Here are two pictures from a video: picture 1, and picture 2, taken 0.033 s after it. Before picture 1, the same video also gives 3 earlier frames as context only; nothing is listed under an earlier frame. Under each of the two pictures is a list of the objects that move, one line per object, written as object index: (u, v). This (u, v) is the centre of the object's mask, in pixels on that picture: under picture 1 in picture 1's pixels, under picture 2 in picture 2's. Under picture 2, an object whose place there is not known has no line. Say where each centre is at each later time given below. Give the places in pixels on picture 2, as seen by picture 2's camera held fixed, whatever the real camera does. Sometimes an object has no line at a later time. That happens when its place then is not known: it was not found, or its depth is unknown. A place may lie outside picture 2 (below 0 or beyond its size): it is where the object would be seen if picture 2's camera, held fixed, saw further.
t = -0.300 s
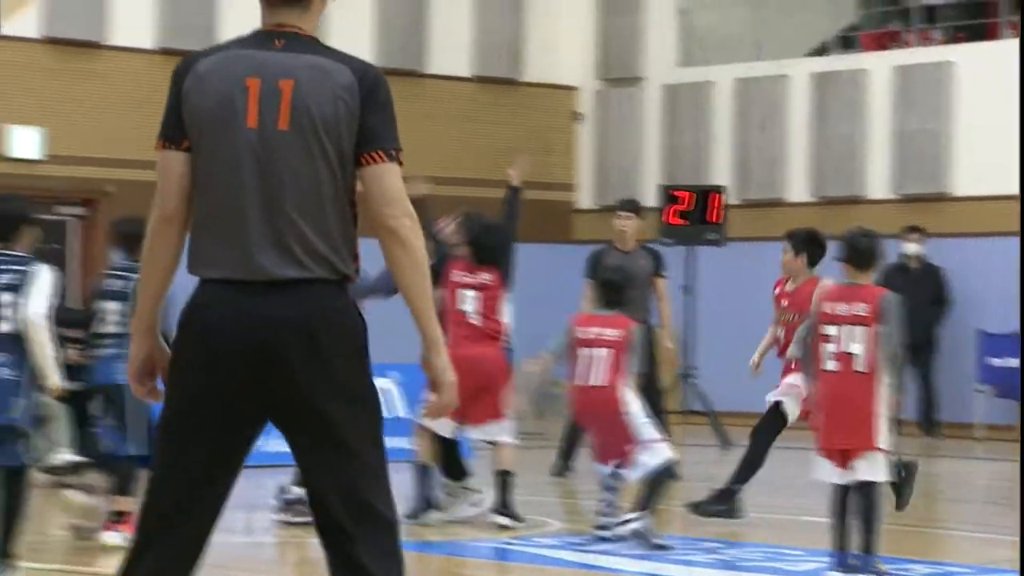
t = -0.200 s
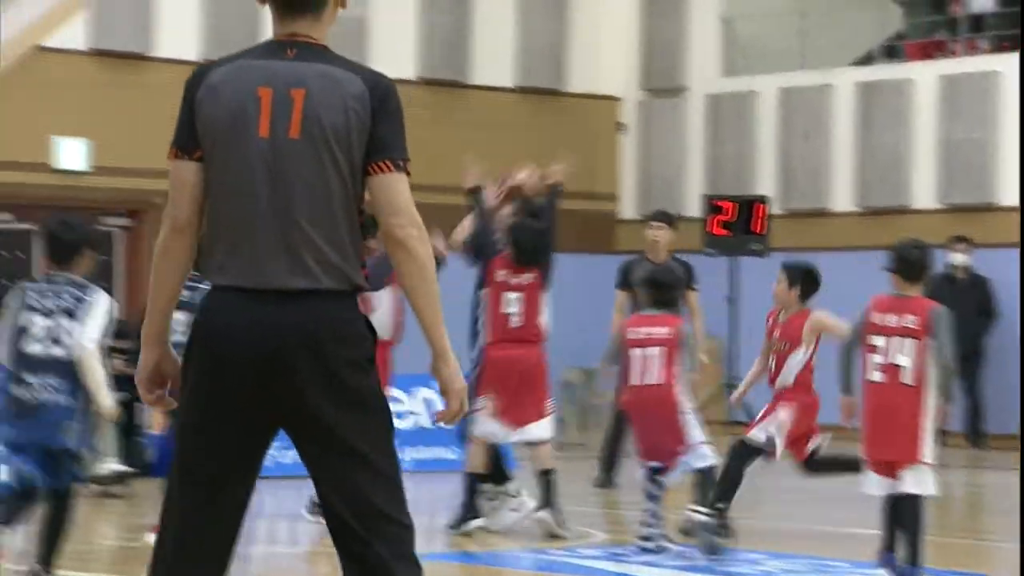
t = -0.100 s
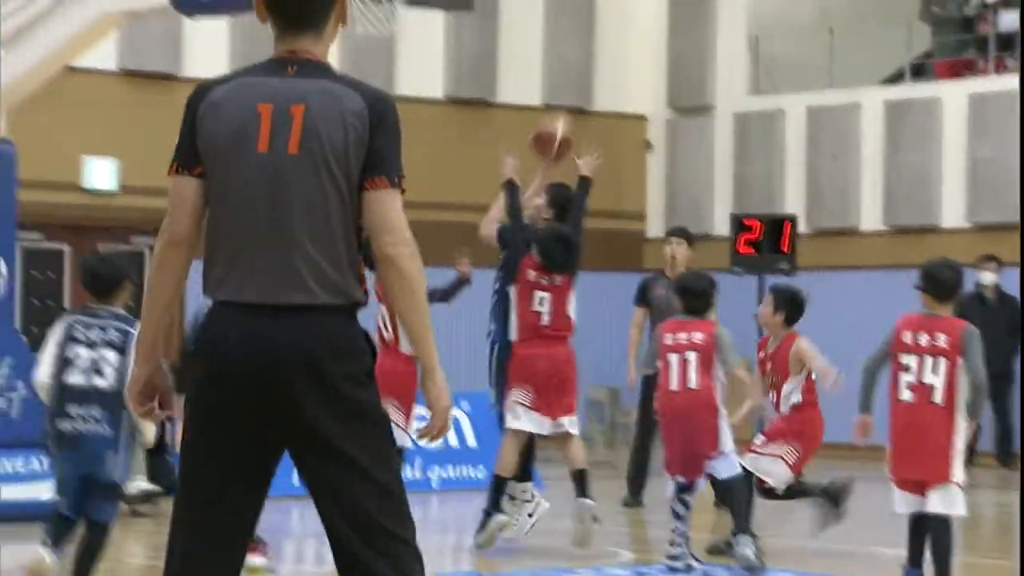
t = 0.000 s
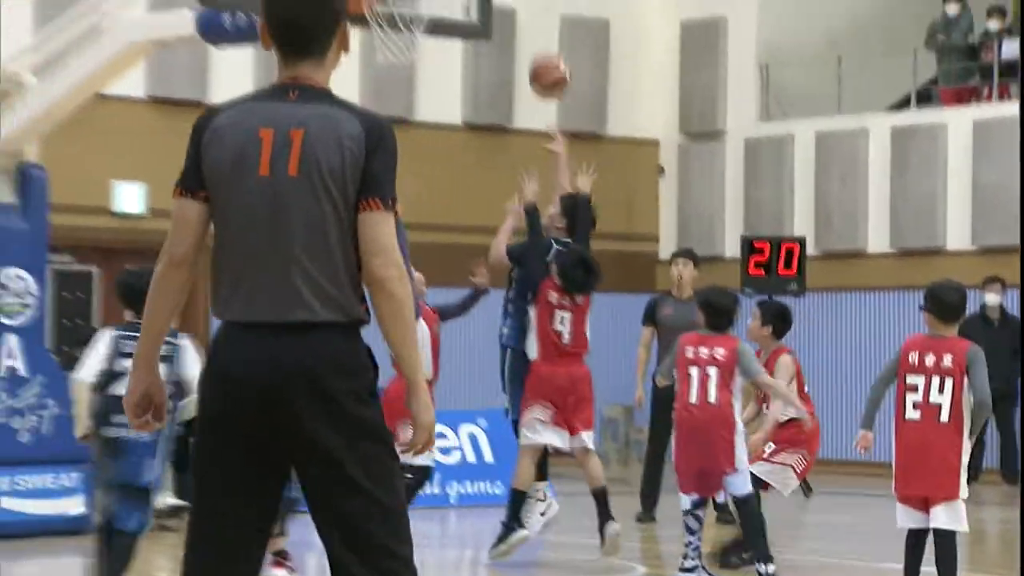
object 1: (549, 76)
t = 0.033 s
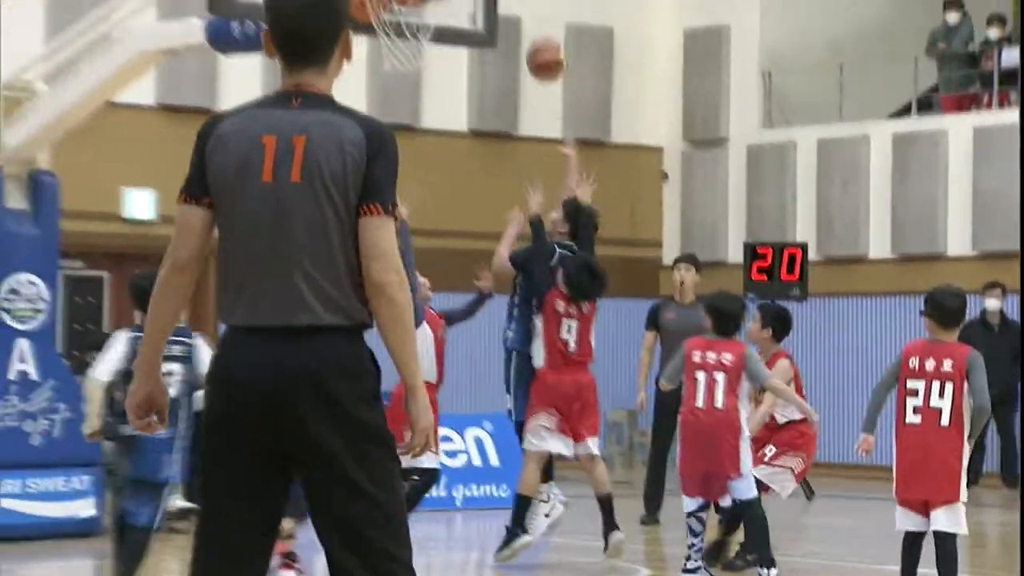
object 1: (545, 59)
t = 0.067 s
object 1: (538, 35)
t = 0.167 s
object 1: (513, -28)
